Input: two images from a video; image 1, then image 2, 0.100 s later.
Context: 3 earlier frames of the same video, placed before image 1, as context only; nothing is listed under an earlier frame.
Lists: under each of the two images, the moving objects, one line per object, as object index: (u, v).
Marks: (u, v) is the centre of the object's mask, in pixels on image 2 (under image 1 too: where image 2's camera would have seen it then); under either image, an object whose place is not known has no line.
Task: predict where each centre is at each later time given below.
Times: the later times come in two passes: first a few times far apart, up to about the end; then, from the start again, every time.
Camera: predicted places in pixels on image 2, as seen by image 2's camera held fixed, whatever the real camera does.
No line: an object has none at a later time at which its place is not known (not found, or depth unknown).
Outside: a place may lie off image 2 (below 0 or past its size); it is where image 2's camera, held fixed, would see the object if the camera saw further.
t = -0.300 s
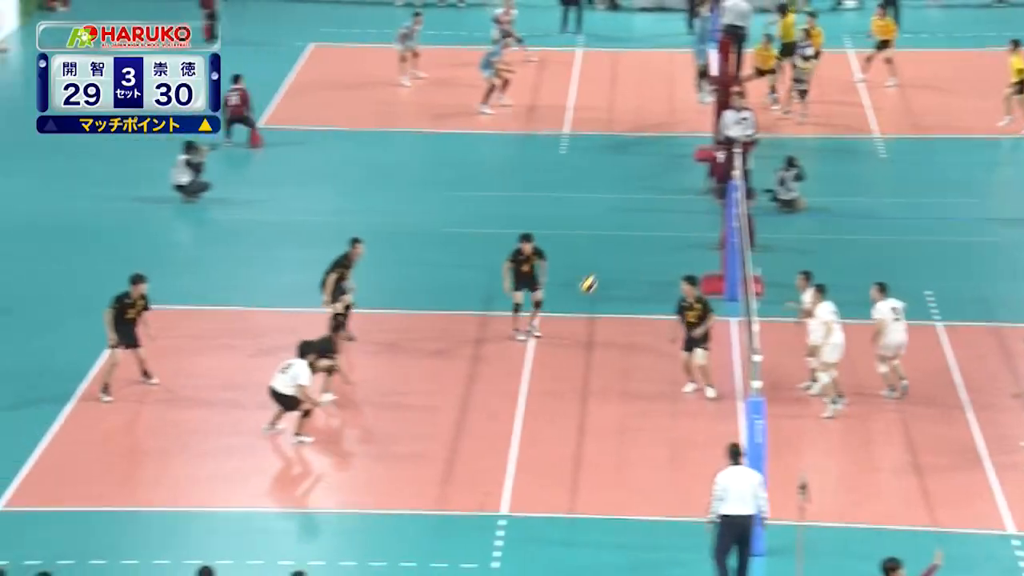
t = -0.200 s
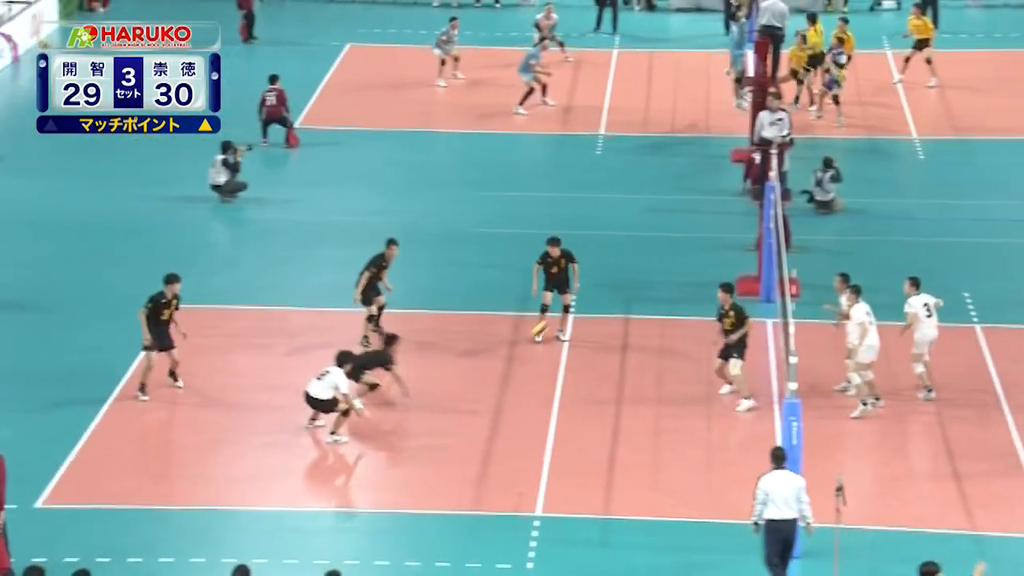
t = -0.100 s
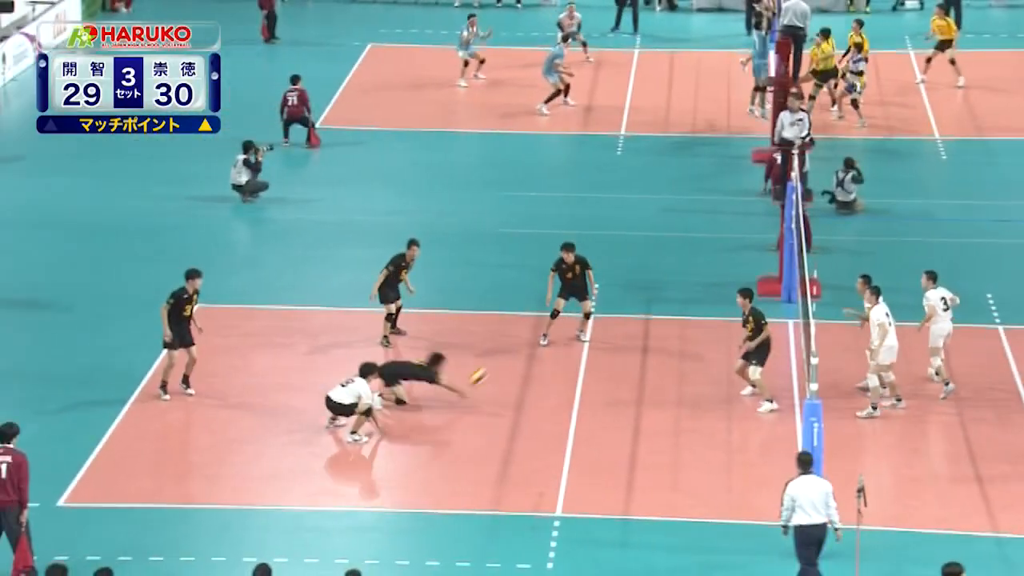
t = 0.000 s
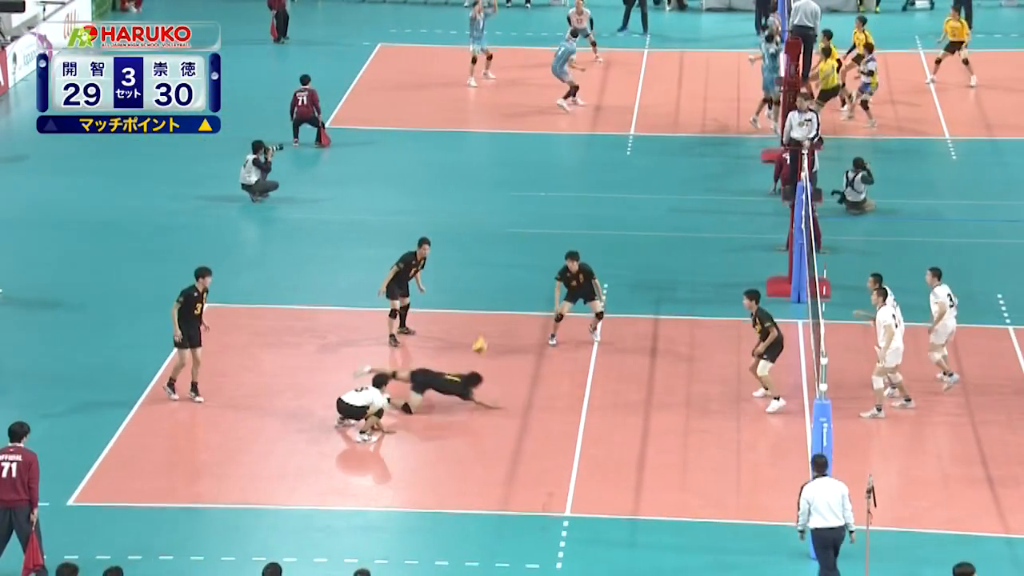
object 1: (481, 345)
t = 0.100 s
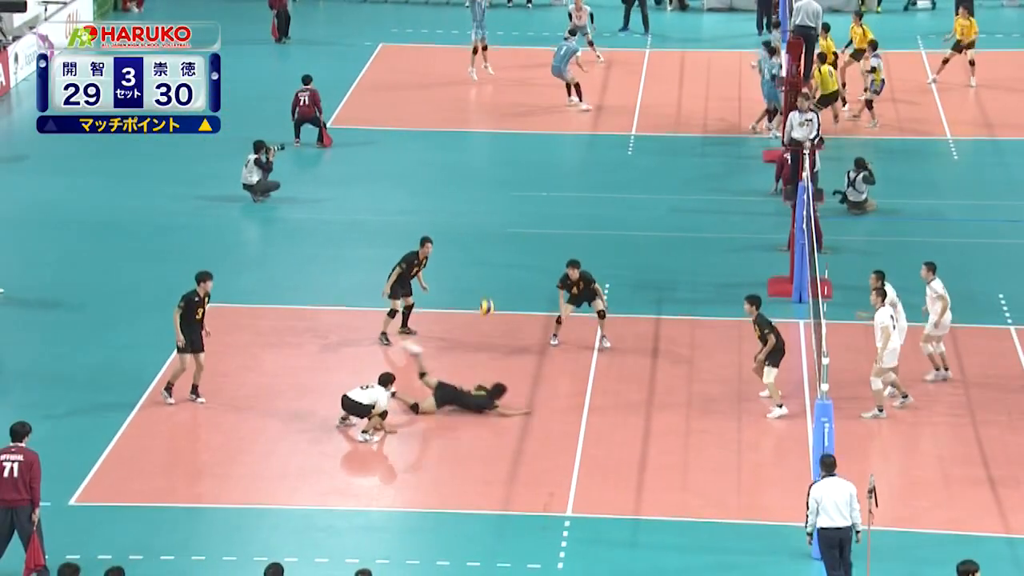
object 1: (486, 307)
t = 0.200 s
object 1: (491, 276)
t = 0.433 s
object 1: (501, 233)
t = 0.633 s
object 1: (508, 224)
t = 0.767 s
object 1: (513, 235)
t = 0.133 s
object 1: (488, 296)
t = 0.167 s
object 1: (489, 286)
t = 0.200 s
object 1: (491, 276)
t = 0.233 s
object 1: (493, 268)
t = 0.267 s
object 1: (494, 261)
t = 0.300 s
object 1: (496, 253)
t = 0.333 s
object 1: (497, 247)
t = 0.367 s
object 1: (498, 241)
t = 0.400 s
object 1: (500, 237)
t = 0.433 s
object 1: (501, 233)
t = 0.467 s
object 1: (502, 229)
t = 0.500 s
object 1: (504, 227)
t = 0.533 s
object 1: (504, 226)
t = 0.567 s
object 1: (506, 225)
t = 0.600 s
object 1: (506, 225)
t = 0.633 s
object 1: (508, 224)
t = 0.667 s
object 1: (509, 226)
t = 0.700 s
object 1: (510, 229)
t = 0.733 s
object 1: (511, 231)
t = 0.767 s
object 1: (513, 235)
